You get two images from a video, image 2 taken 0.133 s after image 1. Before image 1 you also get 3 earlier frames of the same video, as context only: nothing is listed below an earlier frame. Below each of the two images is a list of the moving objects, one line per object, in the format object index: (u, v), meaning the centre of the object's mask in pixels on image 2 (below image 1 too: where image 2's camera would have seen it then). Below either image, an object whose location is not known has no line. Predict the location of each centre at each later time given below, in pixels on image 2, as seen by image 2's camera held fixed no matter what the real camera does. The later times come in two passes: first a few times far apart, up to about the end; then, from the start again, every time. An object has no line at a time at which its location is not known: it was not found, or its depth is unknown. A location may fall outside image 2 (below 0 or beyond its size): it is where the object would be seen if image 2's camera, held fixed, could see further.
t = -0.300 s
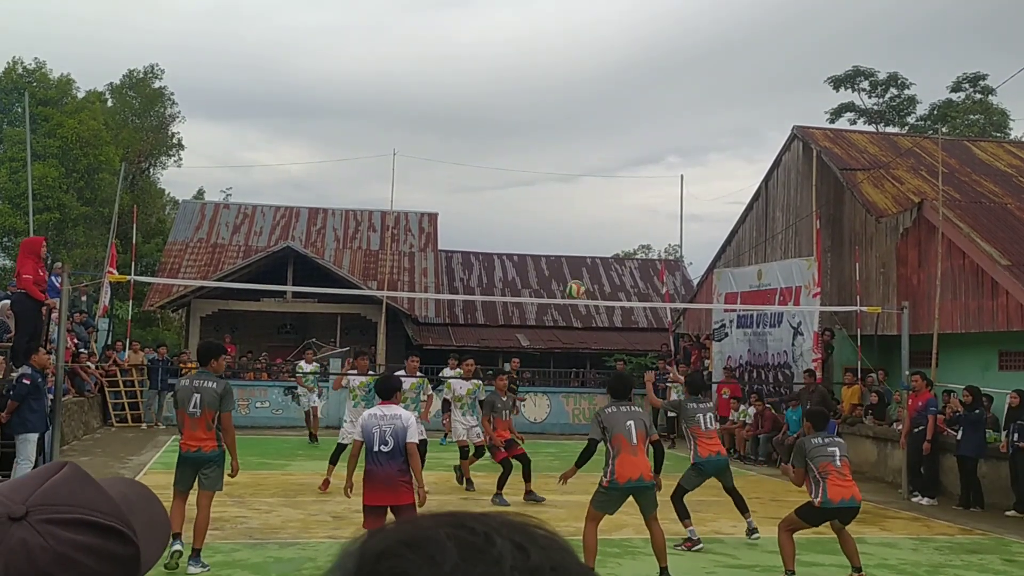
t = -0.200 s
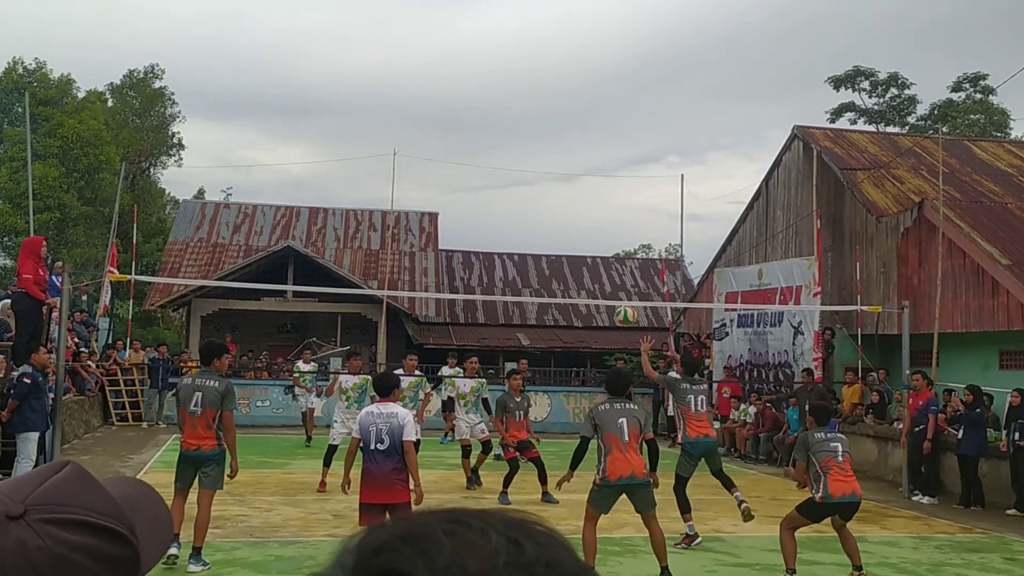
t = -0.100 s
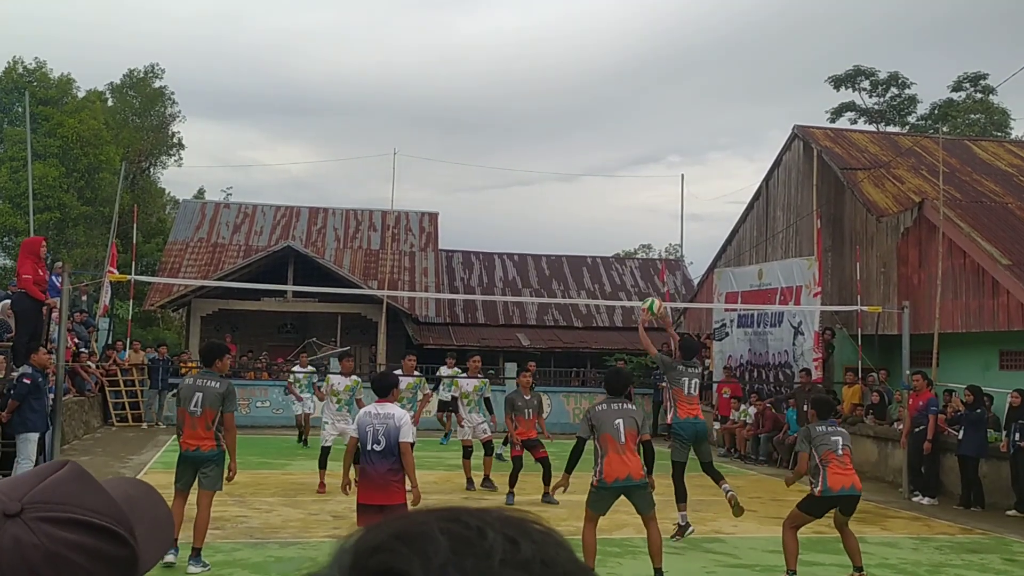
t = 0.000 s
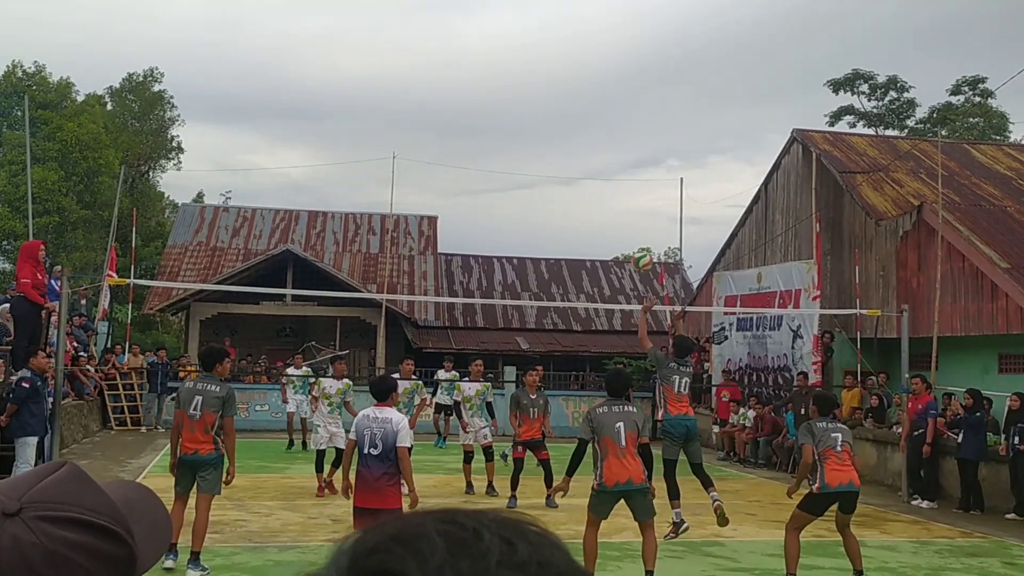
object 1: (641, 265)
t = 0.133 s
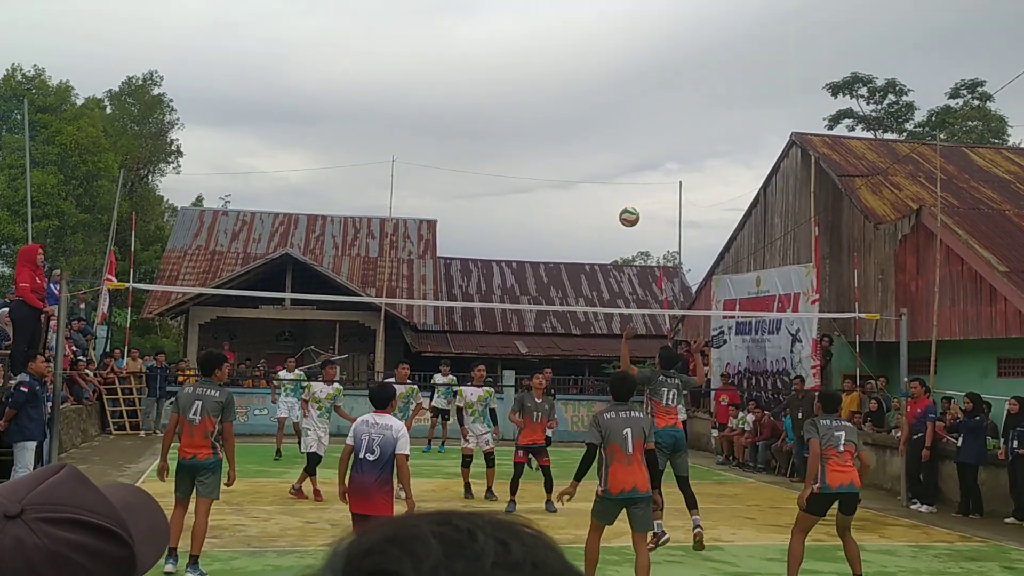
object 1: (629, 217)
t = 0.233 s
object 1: (621, 193)
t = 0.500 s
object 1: (599, 178)
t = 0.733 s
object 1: (581, 216)
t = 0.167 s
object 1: (626, 207)
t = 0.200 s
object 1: (623, 199)
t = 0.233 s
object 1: (621, 193)
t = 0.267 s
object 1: (618, 187)
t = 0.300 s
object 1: (615, 183)
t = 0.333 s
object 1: (612, 180)
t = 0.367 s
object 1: (610, 177)
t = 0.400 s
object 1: (607, 176)
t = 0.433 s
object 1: (604, 176)
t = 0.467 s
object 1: (602, 176)
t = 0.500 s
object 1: (599, 178)
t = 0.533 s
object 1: (596, 181)
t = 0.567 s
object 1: (594, 184)
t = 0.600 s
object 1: (591, 189)
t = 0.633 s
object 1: (589, 195)
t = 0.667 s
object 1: (586, 201)
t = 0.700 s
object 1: (583, 208)
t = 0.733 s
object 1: (581, 216)
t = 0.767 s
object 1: (578, 225)
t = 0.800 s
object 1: (576, 235)
